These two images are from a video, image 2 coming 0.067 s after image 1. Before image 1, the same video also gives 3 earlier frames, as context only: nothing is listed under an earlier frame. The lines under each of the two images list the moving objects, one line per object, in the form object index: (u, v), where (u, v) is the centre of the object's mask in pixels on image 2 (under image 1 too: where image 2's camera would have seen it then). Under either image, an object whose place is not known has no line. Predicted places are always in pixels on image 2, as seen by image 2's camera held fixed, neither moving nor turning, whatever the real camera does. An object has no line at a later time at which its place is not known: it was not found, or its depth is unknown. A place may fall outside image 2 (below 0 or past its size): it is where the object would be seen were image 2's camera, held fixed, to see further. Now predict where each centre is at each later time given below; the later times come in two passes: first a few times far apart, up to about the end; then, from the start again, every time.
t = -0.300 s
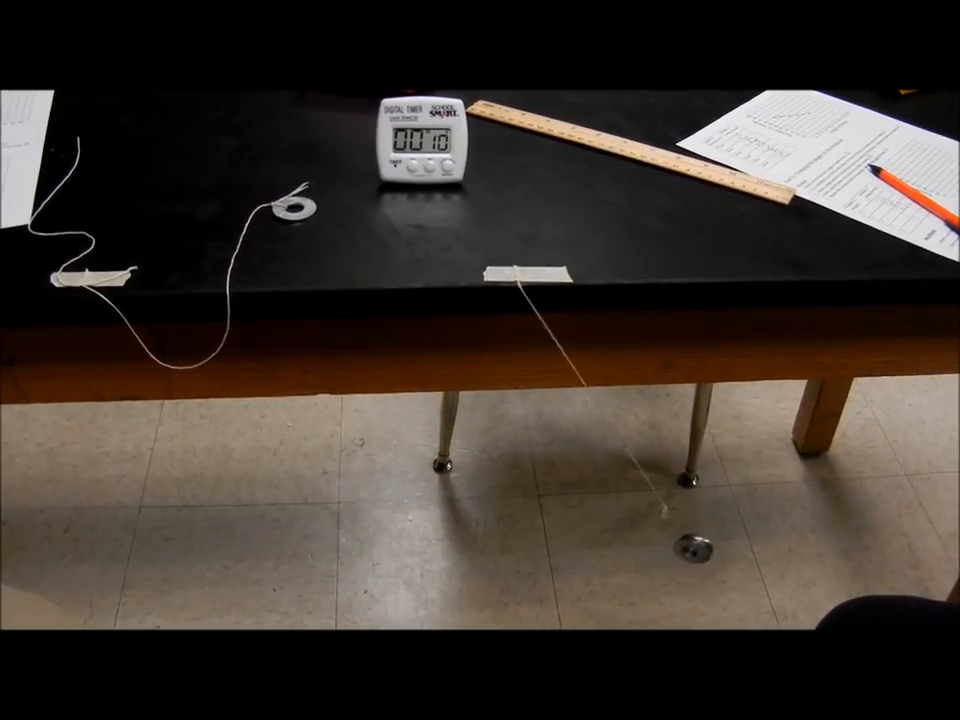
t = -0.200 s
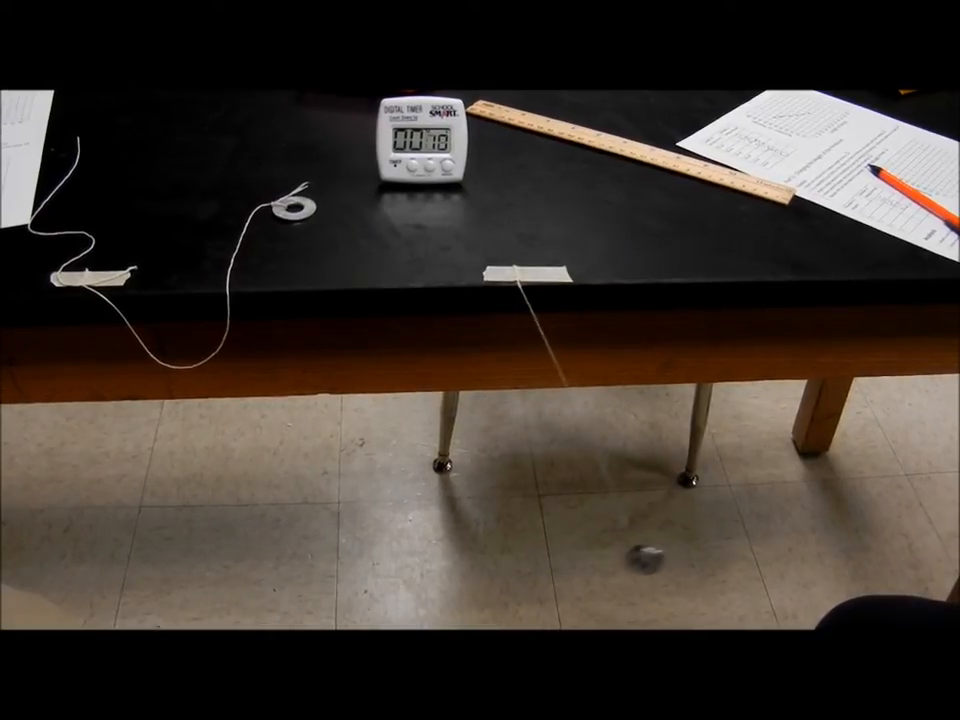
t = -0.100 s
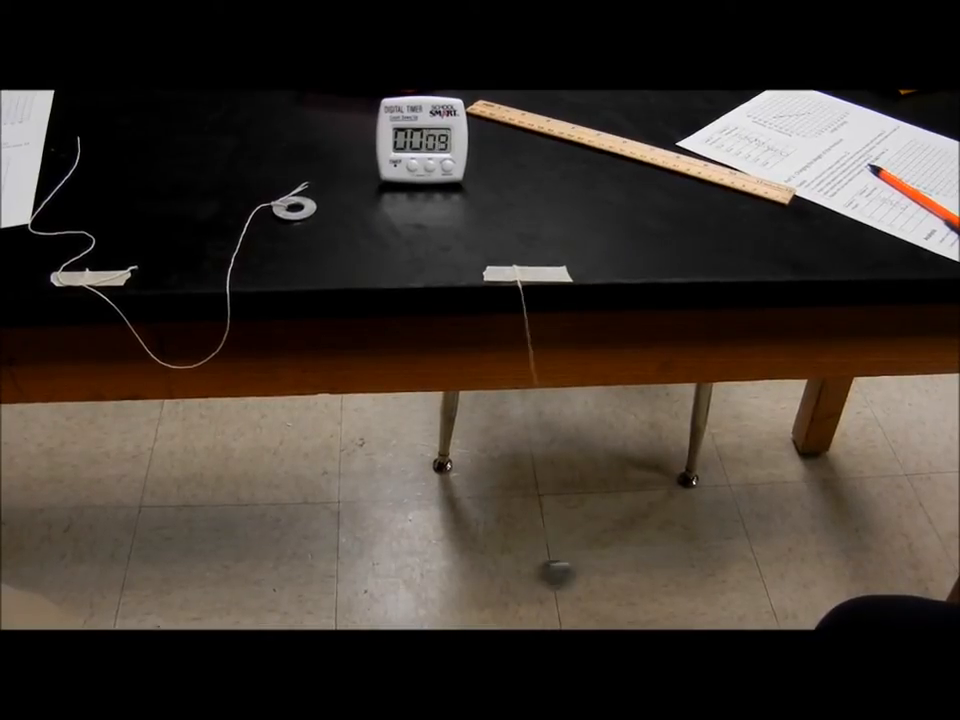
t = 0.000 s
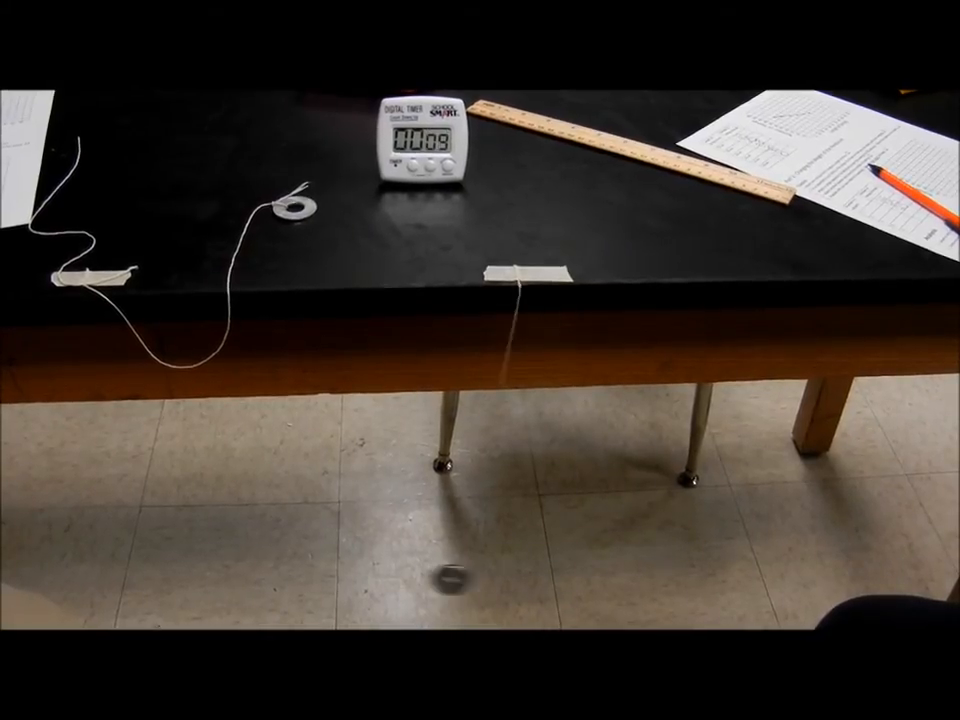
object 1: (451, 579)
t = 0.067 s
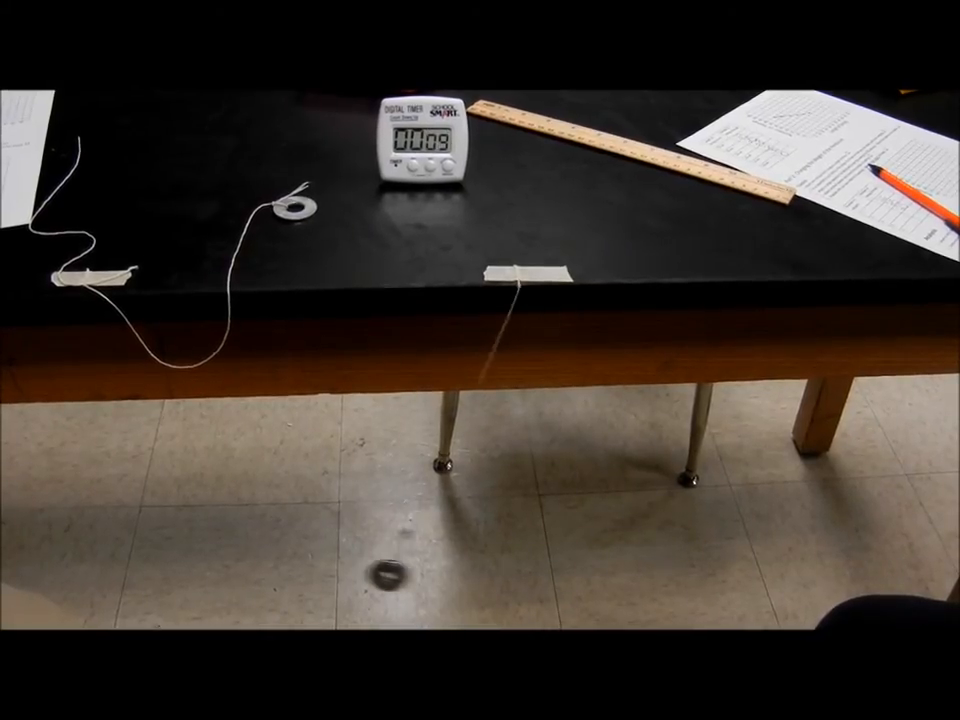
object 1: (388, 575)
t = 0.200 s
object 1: (309, 564)
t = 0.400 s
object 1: (350, 585)
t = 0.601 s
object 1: (541, 594)
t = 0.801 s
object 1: (681, 551)
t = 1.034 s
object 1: (623, 559)
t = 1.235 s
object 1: (435, 583)
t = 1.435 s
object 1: (310, 575)
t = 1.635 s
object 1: (368, 595)
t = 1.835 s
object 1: (556, 589)
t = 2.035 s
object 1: (678, 542)
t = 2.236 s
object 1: (629, 552)
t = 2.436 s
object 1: (449, 586)
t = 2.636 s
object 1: (319, 583)
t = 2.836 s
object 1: (364, 597)
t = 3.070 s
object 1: (574, 580)
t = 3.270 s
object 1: (675, 536)
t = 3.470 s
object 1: (611, 556)
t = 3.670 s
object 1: (431, 592)
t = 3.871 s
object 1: (319, 590)
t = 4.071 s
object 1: (382, 601)
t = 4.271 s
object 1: (560, 580)
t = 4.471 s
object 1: (666, 536)
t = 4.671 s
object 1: (612, 556)
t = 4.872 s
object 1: (442, 594)
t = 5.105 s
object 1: (322, 593)
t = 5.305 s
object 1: (403, 599)
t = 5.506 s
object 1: (574, 571)
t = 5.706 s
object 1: (661, 535)
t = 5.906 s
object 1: (593, 564)
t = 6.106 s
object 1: (424, 600)
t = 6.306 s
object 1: (328, 596)
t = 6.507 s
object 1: (399, 598)
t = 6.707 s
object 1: (566, 571)
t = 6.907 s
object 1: (658, 537)
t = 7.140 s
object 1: (575, 574)
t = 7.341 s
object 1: (408, 601)
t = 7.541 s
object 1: (331, 593)
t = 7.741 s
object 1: (418, 593)
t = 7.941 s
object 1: (583, 563)
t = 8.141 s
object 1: (656, 540)
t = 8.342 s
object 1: (579, 576)
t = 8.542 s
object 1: (415, 603)
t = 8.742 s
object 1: (336, 592)
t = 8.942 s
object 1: (417, 591)
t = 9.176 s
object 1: (598, 560)
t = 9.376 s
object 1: (651, 549)
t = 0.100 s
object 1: (361, 571)
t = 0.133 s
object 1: (339, 568)
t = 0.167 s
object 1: (321, 566)
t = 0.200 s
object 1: (309, 564)
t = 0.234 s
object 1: (302, 564)
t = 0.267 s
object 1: (300, 565)
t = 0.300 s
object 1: (305, 568)
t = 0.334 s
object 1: (314, 573)
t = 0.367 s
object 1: (330, 579)
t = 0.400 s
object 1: (350, 585)
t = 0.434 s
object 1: (375, 591)
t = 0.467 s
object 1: (404, 596)
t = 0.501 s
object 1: (436, 599)
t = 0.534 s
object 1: (470, 600)
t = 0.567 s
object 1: (506, 598)
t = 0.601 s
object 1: (541, 594)
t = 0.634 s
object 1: (573, 589)
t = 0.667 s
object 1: (603, 581)
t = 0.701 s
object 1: (629, 574)
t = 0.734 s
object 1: (651, 566)
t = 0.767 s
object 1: (669, 557)
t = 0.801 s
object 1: (681, 551)
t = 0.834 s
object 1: (689, 546)
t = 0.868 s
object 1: (691, 543)
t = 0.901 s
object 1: (688, 542)
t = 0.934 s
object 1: (679, 544)
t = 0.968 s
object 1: (665, 548)
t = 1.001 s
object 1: (646, 554)
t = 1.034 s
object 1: (623, 559)
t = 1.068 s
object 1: (596, 566)
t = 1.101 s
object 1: (566, 572)
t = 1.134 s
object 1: (534, 577)
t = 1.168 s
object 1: (500, 581)
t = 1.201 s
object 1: (466, 584)
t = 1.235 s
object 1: (435, 583)
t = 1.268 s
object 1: (403, 582)
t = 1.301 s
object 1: (375, 581)
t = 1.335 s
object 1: (352, 579)
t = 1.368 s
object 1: (333, 577)
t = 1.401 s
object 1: (319, 576)
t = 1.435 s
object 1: (310, 575)
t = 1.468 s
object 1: (306, 576)
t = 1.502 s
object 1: (308, 578)
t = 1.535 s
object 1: (316, 581)
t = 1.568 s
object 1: (328, 586)
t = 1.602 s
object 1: (346, 590)
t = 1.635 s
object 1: (368, 595)
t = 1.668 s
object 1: (395, 599)
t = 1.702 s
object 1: (426, 601)
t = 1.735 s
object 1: (458, 601)
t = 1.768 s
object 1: (491, 600)
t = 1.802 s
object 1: (524, 595)
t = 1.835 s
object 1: (556, 589)
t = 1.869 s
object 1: (586, 582)
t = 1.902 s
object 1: (613, 573)
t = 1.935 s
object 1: (636, 564)
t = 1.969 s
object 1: (655, 556)
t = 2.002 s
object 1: (669, 548)
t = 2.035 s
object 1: (678, 542)
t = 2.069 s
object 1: (683, 538)
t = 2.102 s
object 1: (682, 537)
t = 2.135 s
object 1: (676, 538)
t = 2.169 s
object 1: (665, 542)
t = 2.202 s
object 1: (649, 546)
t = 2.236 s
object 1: (629, 552)
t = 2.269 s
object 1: (605, 560)
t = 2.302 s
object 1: (578, 567)
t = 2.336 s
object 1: (547, 573)
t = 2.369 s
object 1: (514, 579)
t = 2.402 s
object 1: (480, 583)
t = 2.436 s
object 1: (449, 586)
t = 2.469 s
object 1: (418, 587)
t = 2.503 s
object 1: (390, 587)
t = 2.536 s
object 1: (366, 586)
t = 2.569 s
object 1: (346, 584)
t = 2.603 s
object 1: (329, 583)
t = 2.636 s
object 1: (319, 583)
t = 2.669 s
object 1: (313, 583)
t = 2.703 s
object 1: (313, 584)
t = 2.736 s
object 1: (318, 587)
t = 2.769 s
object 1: (328, 590)
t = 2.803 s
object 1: (344, 594)
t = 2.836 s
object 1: (364, 597)
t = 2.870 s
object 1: (388, 600)
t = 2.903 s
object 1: (416, 601)
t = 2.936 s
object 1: (447, 601)
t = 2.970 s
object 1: (478, 598)
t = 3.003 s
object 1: (512, 594)
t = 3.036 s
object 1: (544, 588)
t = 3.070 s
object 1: (574, 580)
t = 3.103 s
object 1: (601, 571)
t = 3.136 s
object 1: (624, 562)
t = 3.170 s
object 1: (644, 553)
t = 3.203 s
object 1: (659, 546)
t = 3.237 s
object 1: (669, 540)
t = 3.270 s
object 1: (675, 536)
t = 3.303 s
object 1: (675, 534)
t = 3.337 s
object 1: (672, 534)
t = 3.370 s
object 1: (663, 538)
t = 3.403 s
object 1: (650, 543)
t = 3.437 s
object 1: (634, 549)
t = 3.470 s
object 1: (611, 556)
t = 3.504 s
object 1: (586, 565)
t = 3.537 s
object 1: (556, 572)
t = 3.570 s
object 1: (526, 579)
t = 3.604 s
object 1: (493, 585)
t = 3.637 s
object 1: (461, 589)
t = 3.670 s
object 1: (431, 592)
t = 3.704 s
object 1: (403, 593)
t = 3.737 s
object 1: (378, 593)
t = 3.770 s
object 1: (356, 592)
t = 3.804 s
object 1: (339, 591)
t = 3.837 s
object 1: (327, 590)
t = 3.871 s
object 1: (319, 590)
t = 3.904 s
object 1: (317, 591)
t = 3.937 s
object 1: (320, 592)
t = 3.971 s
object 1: (329, 594)
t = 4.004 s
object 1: (343, 596)
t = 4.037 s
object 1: (360, 599)
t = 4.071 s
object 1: (382, 601)
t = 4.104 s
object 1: (408, 602)
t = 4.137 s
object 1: (437, 601)
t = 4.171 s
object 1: (468, 598)
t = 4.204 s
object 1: (498, 594)
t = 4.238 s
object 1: (530, 587)
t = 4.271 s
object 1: (560, 580)
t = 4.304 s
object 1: (586, 571)
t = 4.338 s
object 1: (610, 563)
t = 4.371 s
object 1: (630, 554)
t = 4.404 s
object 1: (646, 547)
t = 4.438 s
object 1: (659, 540)
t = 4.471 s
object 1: (666, 536)
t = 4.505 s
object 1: (669, 533)
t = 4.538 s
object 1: (667, 534)
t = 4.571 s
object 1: (660, 537)
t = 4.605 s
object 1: (648, 542)
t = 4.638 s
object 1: (632, 548)
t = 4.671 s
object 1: (612, 556)
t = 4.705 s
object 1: (588, 564)
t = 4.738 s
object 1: (561, 573)
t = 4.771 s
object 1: (532, 581)
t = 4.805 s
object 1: (502, 587)
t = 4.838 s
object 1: (471, 592)
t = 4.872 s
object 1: (442, 594)
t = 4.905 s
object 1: (413, 596)
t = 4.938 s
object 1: (388, 597)
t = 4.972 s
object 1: (365, 596)
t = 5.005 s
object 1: (348, 595)
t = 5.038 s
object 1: (334, 594)
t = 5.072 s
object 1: (326, 593)
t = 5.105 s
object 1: (322, 593)
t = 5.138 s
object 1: (323, 594)
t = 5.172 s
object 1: (330, 595)
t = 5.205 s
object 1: (342, 596)
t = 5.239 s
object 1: (358, 598)
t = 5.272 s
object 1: (379, 599)
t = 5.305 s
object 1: (403, 599)
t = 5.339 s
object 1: (429, 598)
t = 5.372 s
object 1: (459, 596)
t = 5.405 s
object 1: (488, 593)
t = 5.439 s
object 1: (518, 586)
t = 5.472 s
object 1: (547, 579)
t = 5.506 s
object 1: (574, 571)
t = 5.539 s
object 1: (598, 563)
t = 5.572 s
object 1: (619, 555)
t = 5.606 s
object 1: (636, 547)
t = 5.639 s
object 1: (649, 541)
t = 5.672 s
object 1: (657, 537)
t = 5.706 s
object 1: (661, 535)
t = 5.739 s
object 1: (662, 534)
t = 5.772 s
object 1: (657, 537)
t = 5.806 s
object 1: (648, 542)
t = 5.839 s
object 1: (633, 548)
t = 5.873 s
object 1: (615, 556)
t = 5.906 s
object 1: (593, 564)
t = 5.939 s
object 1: (568, 573)
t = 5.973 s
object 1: (540, 582)
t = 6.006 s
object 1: (512, 588)
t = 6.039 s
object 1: (482, 594)
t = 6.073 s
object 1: (452, 598)
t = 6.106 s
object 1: (424, 600)
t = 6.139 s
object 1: (398, 600)
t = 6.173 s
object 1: (375, 600)
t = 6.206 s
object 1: (357, 599)
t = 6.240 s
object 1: (342, 598)
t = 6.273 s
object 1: (333, 597)
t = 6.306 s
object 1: (328, 596)
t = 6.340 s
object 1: (328, 596)
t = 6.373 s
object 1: (333, 596)
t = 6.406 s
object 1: (343, 597)
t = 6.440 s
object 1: (357, 598)
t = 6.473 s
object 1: (376, 599)
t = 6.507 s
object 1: (399, 598)
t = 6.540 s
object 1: (424, 597)
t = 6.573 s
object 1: (452, 595)
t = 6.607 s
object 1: (480, 591)
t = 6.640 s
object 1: (510, 585)
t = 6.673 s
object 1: (539, 578)
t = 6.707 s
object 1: (566, 571)
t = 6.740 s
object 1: (591, 563)
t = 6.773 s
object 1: (612, 556)
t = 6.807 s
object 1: (630, 548)
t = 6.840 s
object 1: (643, 543)
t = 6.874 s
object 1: (653, 539)
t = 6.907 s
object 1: (658, 537)
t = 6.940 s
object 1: (659, 537)
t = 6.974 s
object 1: (656, 539)
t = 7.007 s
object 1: (648, 544)
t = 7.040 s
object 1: (636, 550)
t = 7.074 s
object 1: (619, 557)
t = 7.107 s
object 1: (599, 566)
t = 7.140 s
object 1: (575, 574)
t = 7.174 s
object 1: (548, 582)
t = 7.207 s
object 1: (520, 589)
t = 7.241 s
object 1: (490, 595)
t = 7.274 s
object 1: (461, 599)
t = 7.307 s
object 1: (433, 601)
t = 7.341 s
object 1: (408, 601)
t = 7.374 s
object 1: (385, 601)
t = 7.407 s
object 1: (366, 600)
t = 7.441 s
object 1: (350, 598)
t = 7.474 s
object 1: (339, 596)
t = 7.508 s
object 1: (332, 594)
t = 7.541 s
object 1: (331, 593)
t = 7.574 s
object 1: (335, 593)
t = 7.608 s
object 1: (343, 593)
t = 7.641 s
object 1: (356, 593)
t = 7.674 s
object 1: (374, 593)
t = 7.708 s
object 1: (395, 593)
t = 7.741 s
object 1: (418, 593)
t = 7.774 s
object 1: (446, 591)
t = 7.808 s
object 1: (474, 587)
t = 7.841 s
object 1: (502, 583)
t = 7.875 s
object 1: (532, 577)
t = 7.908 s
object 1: (559, 570)
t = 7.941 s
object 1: (583, 563)
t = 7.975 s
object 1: (605, 556)
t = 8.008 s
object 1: (622, 550)
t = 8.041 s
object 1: (637, 545)
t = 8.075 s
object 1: (647, 541)
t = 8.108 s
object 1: (655, 540)
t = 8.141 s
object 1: (656, 540)
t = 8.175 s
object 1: (653, 542)
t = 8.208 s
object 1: (646, 546)
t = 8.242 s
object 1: (635, 552)
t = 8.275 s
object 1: (620, 560)
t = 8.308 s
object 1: (601, 568)
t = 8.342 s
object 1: (579, 576)
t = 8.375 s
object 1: (552, 585)
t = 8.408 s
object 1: (525, 591)
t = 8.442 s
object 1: (496, 596)
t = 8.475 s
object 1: (468, 600)
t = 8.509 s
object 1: (441, 602)
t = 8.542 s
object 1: (415, 603)
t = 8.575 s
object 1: (391, 602)
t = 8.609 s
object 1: (372, 600)
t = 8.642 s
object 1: (356, 598)
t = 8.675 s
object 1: (345, 595)
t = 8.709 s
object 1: (338, 593)
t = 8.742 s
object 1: (336, 592)
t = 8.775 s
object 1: (339, 591)
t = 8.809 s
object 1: (346, 591)
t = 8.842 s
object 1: (359, 591)
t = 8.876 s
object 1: (375, 591)
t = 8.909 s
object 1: (395, 591)
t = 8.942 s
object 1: (417, 591)
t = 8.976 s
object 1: (443, 589)
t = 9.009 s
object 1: (470, 587)
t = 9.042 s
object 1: (497, 584)
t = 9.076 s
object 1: (524, 579)
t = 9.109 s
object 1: (550, 574)
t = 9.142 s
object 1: (575, 567)
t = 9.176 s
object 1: (598, 560)
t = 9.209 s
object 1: (617, 555)
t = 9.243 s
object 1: (632, 551)
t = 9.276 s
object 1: (643, 547)
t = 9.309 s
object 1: (650, 546)
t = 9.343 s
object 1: (653, 547)
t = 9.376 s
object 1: (651, 549)
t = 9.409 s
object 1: (646, 553)
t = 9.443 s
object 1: (635, 558)
